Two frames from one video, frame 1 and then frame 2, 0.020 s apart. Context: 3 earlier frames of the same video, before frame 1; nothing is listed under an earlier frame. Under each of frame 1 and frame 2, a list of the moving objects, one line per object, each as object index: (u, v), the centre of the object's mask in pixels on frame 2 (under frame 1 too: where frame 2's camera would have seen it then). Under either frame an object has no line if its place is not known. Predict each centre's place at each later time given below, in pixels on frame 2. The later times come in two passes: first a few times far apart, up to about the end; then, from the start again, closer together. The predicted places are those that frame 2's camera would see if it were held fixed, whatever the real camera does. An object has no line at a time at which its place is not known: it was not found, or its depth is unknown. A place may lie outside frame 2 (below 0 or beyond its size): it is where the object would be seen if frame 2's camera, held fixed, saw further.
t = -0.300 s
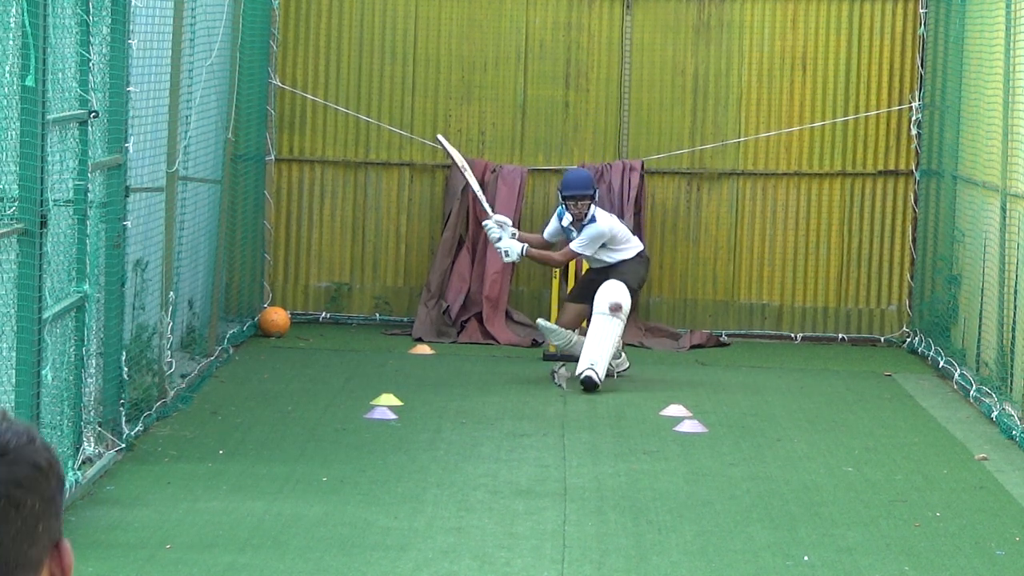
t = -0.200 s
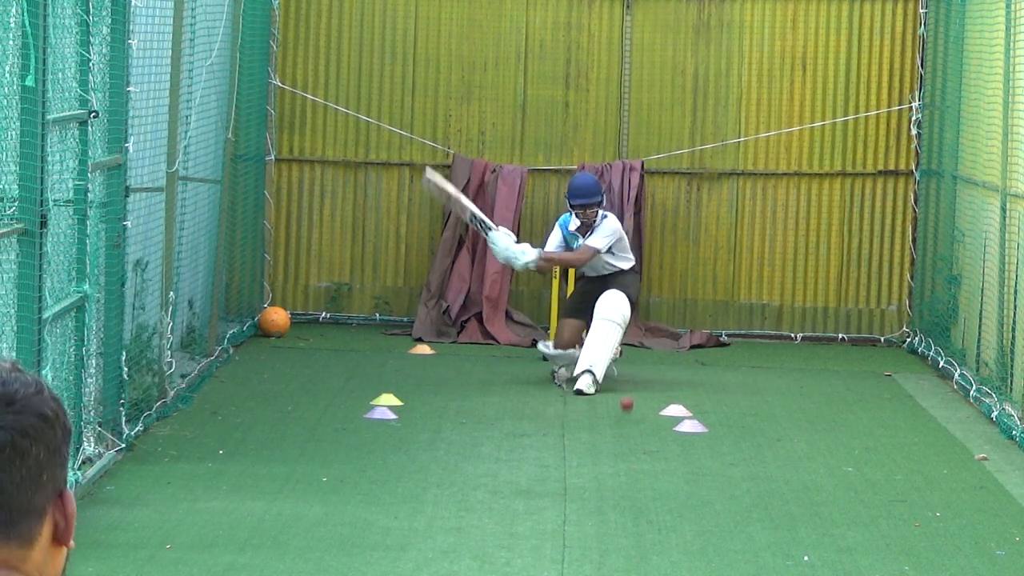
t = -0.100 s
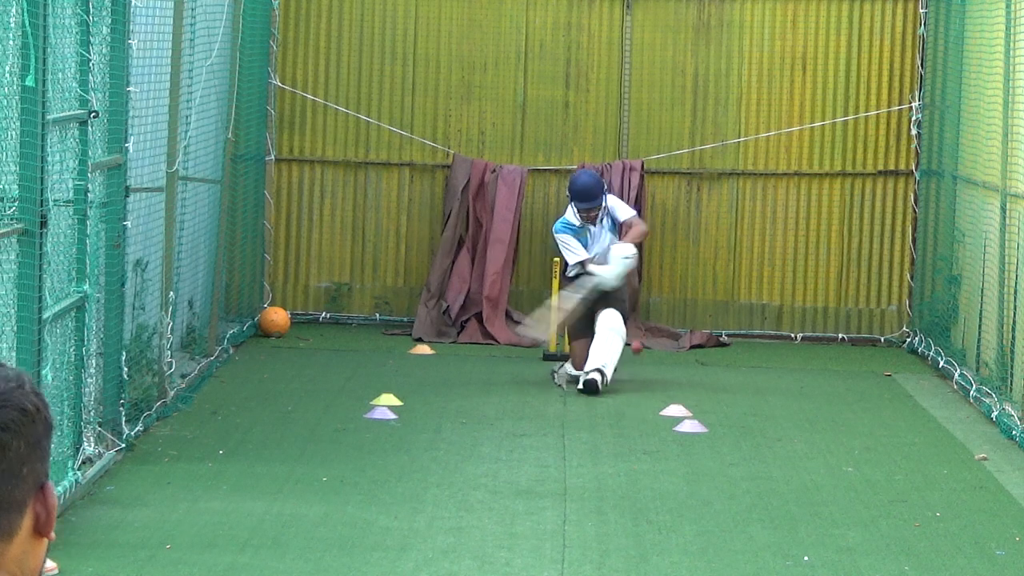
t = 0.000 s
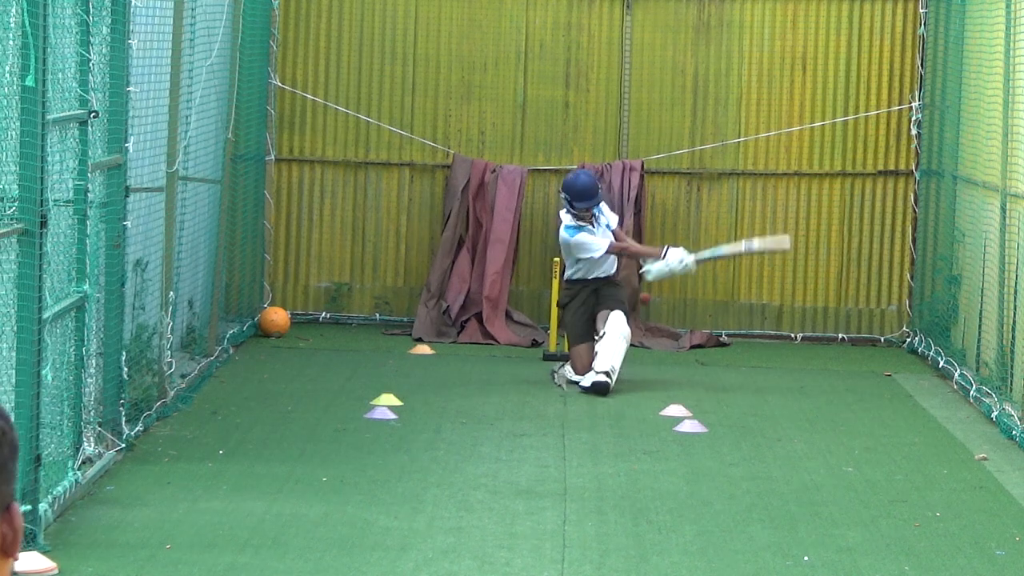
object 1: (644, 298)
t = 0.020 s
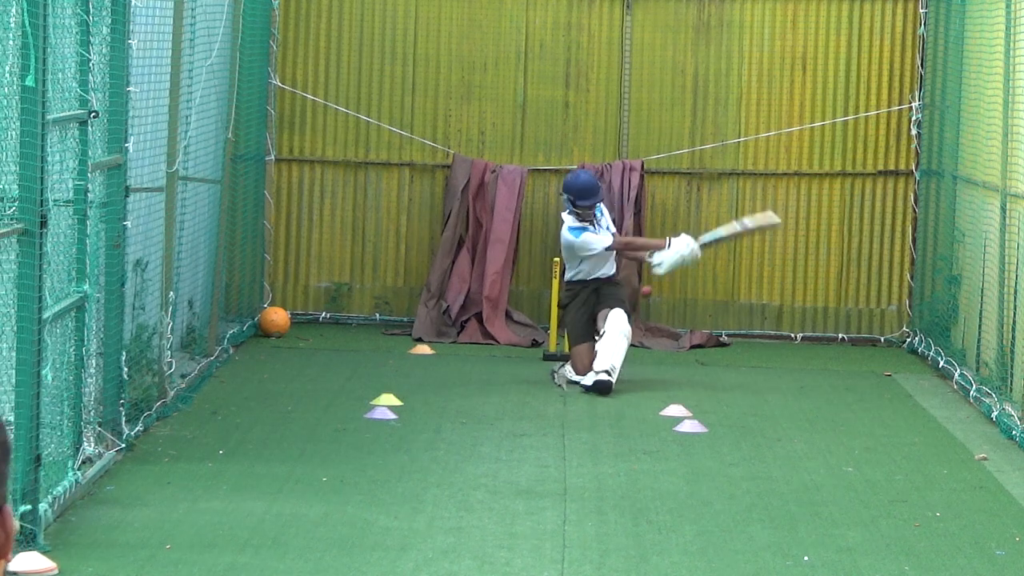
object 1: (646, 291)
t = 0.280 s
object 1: (661, 262)
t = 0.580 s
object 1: (782, 212)
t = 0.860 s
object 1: (902, 289)
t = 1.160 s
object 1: (889, 354)
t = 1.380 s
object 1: (826, 370)
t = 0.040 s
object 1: (647, 285)
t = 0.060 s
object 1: (648, 280)
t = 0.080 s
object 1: (650, 275)
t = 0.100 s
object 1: (651, 272)
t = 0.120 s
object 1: (652, 268)
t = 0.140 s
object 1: (653, 266)
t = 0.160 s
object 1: (654, 265)
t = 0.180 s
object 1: (656, 264)
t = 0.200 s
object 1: (656, 264)
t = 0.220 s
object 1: (657, 264)
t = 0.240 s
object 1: (658, 266)
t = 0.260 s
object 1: (659, 266)
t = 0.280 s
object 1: (661, 262)
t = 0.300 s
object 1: (668, 254)
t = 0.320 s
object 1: (675, 247)
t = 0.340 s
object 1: (684, 241)
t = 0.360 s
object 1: (691, 235)
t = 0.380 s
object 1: (699, 230)
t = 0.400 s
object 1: (708, 227)
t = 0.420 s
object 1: (716, 222)
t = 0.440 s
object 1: (724, 219)
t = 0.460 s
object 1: (732, 216)
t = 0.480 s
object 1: (740, 214)
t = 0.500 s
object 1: (748, 212)
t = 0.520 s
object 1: (757, 211)
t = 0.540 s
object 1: (765, 211)
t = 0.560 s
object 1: (773, 211)
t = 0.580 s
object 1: (782, 212)
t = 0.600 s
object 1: (790, 213)
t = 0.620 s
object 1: (798, 215)
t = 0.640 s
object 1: (807, 219)
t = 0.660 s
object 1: (815, 222)
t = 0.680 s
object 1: (824, 224)
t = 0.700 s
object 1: (832, 229)
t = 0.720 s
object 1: (840, 235)
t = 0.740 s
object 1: (850, 241)
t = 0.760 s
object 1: (858, 247)
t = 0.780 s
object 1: (865, 254)
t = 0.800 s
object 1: (876, 262)
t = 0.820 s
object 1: (884, 272)
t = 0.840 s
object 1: (893, 279)
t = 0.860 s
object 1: (902, 289)
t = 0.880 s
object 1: (910, 301)
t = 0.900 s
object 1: (919, 312)
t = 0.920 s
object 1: (927, 323)
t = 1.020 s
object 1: (933, 351)
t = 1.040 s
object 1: (926, 351)
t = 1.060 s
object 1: (920, 350)
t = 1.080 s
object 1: (914, 349)
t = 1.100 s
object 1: (908, 349)
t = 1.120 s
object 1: (902, 350)
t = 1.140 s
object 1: (896, 352)
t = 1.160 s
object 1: (889, 354)
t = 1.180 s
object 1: (883, 358)
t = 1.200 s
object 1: (876, 361)
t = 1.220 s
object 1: (870, 366)
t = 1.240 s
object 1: (863, 371)
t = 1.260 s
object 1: (857, 377)
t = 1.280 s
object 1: (851, 375)
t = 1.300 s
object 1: (847, 373)
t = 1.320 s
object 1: (841, 371)
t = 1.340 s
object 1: (837, 370)
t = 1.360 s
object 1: (831, 369)
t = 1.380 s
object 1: (826, 370)
